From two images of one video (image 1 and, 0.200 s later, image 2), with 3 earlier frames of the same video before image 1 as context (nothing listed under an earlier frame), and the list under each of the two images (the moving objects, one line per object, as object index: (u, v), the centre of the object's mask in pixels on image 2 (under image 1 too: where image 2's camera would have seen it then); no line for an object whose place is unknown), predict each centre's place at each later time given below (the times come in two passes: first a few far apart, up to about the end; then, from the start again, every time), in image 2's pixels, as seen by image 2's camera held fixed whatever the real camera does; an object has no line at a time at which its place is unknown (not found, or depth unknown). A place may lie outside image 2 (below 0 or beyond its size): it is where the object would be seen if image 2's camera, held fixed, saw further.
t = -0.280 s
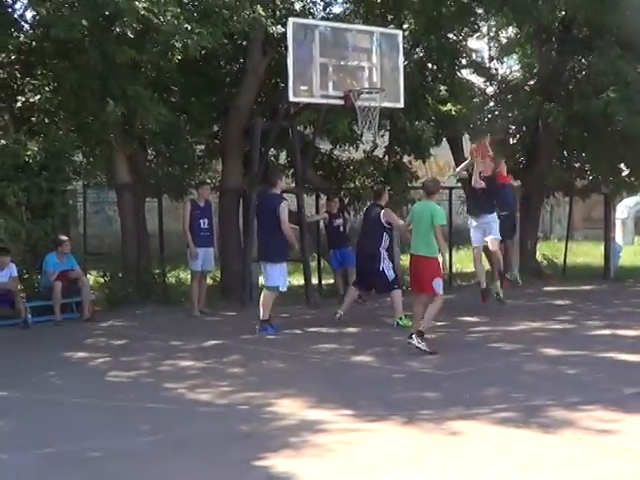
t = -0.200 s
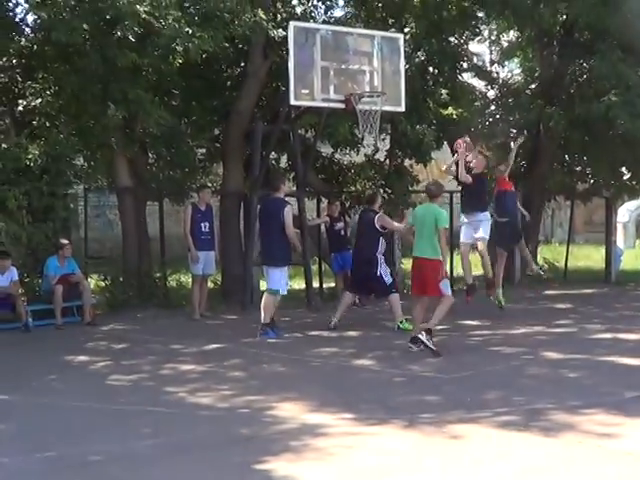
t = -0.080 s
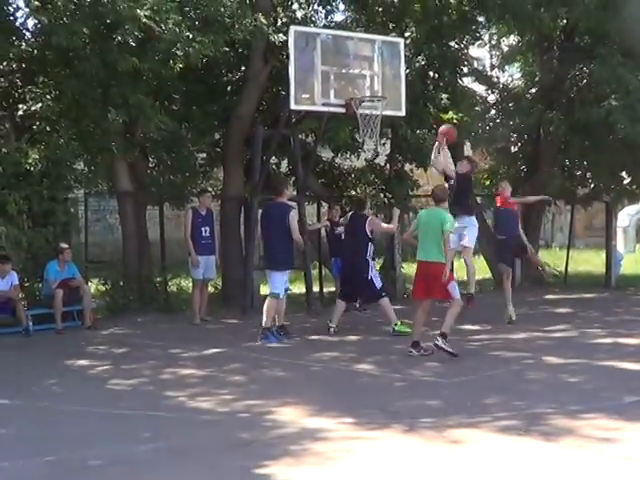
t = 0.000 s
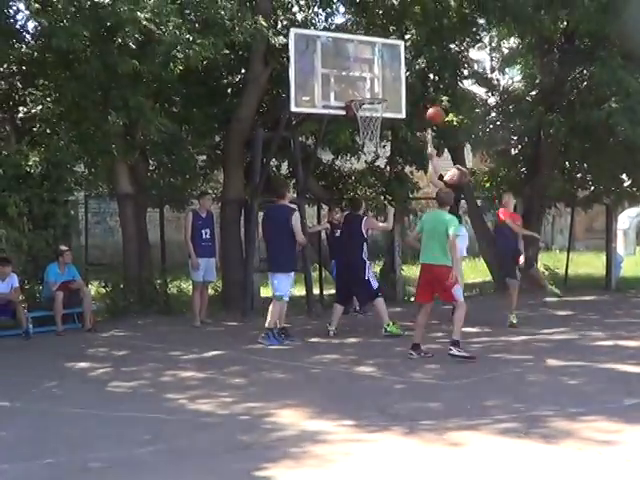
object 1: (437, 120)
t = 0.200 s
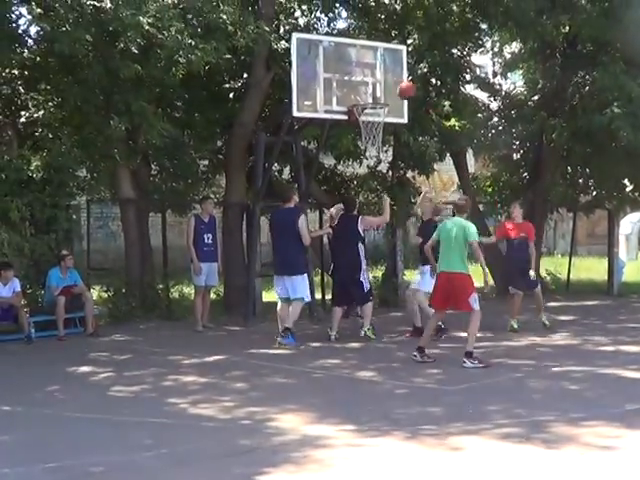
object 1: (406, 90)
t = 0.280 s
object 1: (394, 87)
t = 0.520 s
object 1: (388, 99)
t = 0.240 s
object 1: (400, 88)
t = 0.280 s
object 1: (394, 87)
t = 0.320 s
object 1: (388, 88)
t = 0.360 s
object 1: (385, 87)
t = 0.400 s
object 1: (386, 91)
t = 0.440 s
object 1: (386, 92)
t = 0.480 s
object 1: (387, 96)
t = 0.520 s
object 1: (388, 99)
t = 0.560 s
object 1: (393, 102)
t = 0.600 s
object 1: (398, 103)
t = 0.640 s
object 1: (404, 106)
